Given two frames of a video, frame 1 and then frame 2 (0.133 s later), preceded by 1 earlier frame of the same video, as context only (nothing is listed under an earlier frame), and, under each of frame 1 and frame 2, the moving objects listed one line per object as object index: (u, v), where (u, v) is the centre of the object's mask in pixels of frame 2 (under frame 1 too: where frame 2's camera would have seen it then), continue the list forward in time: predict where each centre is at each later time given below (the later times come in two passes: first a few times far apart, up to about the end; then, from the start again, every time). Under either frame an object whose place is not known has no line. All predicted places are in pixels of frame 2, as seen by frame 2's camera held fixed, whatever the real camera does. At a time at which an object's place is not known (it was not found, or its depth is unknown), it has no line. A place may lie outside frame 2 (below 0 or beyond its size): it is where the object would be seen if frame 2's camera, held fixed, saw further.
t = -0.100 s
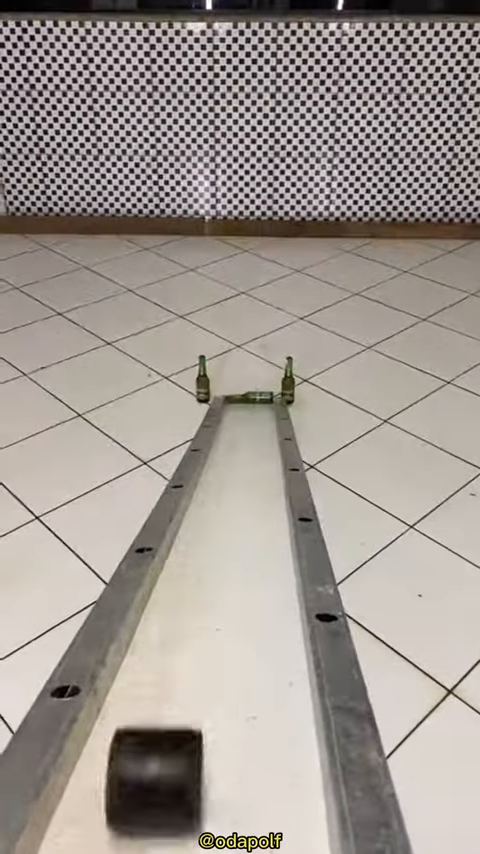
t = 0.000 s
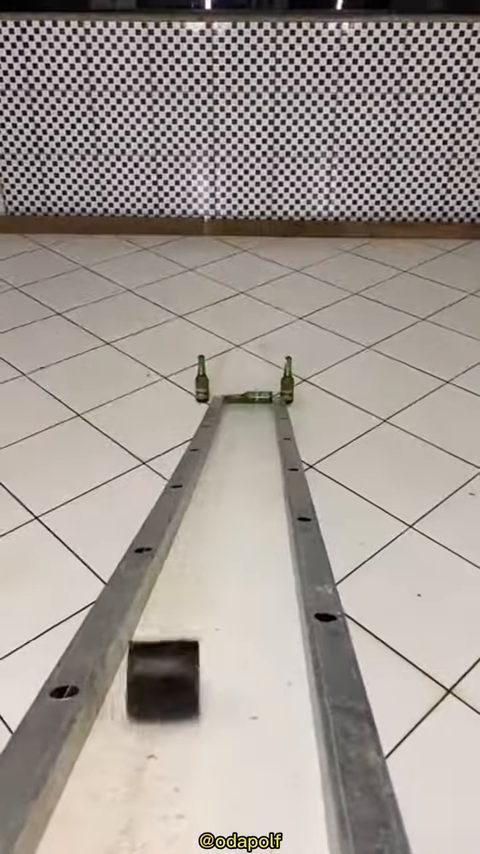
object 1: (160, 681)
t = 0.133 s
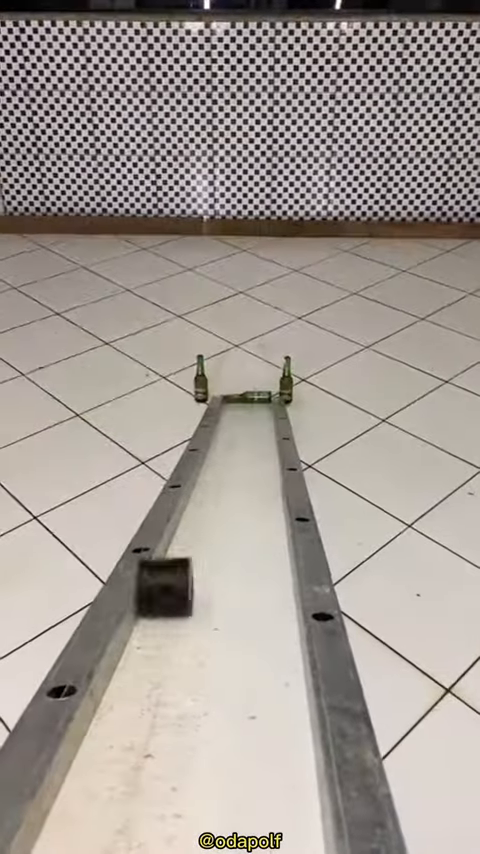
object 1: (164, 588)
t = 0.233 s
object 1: (183, 540)
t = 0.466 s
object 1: (229, 465)
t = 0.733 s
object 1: (261, 419)
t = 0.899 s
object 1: (263, 398)
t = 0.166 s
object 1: (170, 570)
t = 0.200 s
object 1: (177, 555)
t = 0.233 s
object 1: (183, 540)
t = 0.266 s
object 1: (189, 526)
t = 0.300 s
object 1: (194, 515)
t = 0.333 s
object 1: (203, 503)
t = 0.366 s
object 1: (211, 492)
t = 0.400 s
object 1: (217, 482)
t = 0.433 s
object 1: (223, 473)
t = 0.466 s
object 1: (229, 465)
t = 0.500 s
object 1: (235, 458)
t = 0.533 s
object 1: (239, 451)
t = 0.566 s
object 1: (244, 445)
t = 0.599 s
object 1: (248, 438)
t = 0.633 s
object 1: (252, 434)
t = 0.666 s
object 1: (255, 428)
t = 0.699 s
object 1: (258, 422)
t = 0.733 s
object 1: (261, 419)
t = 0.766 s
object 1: (263, 411)
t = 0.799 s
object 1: (265, 411)
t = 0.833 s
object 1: (264, 406)
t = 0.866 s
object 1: (264, 402)
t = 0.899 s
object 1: (263, 398)
